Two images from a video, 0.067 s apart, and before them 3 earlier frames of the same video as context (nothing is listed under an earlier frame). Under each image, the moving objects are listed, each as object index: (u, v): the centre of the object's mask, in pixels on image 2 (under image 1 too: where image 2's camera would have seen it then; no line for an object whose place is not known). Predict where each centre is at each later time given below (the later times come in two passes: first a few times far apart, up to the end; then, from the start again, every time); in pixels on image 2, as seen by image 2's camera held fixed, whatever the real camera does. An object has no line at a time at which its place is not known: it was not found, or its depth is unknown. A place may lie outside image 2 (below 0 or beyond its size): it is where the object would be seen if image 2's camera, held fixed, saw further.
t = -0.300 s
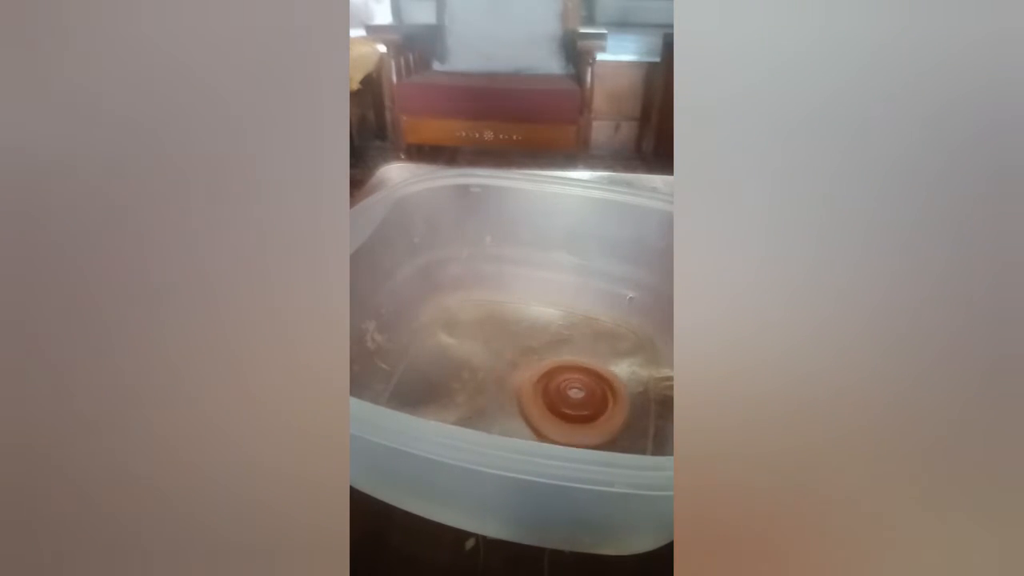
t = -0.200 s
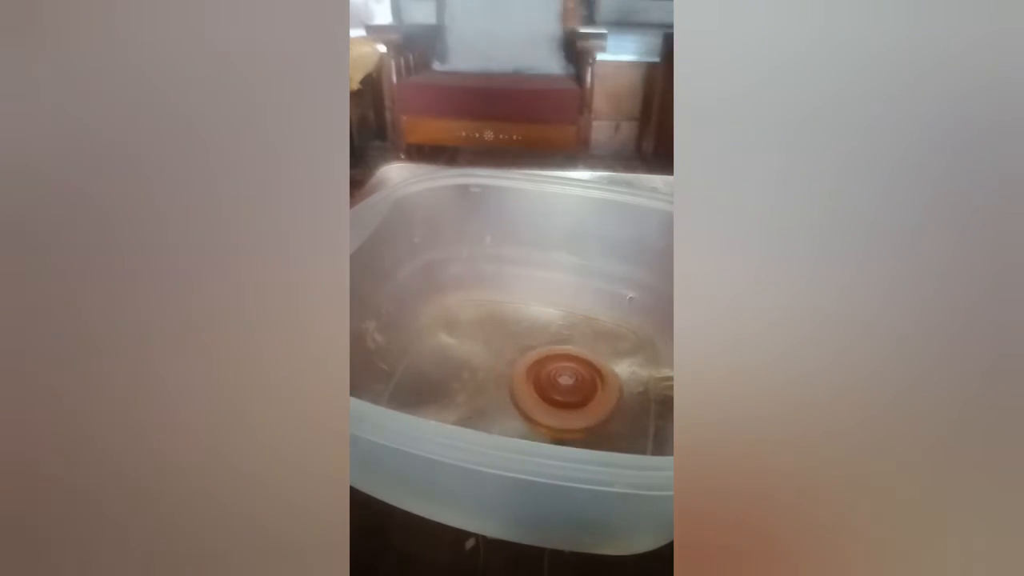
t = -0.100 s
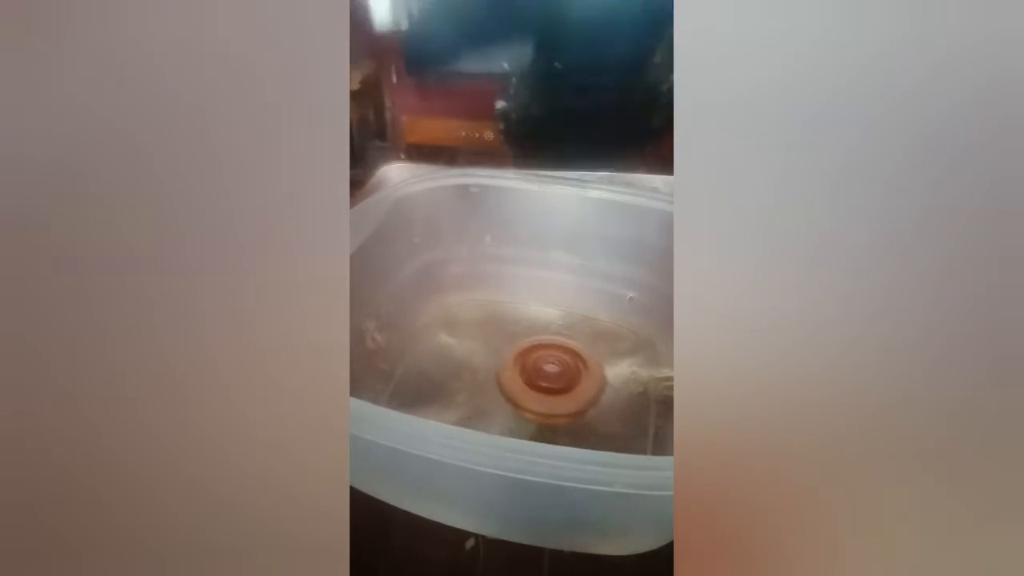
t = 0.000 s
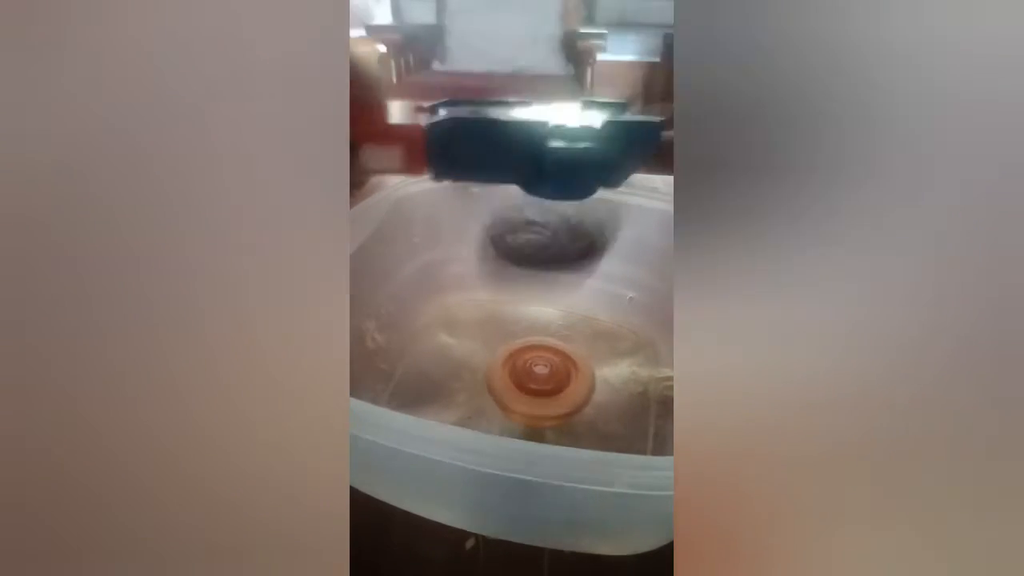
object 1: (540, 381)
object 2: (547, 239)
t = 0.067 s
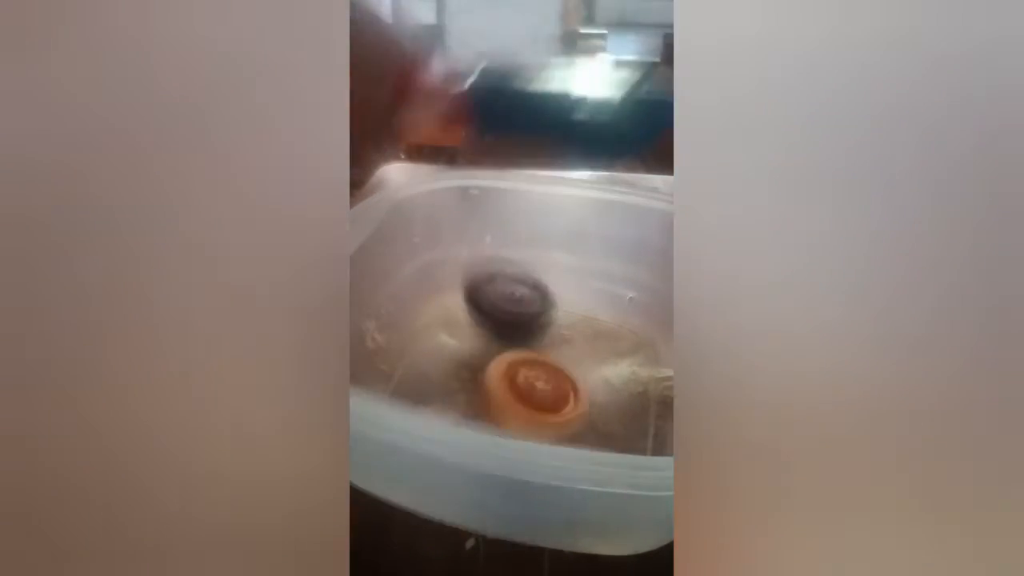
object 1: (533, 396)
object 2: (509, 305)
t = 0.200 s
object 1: (528, 393)
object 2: (465, 269)
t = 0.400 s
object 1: (558, 356)
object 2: (459, 284)
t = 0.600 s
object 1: (589, 324)
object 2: (461, 288)
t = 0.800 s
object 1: (636, 309)
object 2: (488, 295)
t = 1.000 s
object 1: (649, 314)
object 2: (522, 312)
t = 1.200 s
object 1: (649, 335)
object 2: (531, 323)
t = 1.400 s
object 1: (630, 322)
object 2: (529, 319)
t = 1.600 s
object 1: (597, 299)
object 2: (506, 312)
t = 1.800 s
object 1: (611, 288)
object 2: (466, 337)
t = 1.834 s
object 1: (615, 290)
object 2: (460, 345)
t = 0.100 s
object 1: (533, 396)
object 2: (499, 272)
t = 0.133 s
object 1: (526, 392)
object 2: (485, 272)
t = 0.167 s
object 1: (525, 391)
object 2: (472, 271)
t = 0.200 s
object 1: (528, 393)
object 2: (465, 269)
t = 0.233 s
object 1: (534, 386)
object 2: (462, 274)
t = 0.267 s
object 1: (538, 376)
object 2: (462, 276)
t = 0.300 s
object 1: (542, 376)
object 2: (461, 278)
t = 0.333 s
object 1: (547, 372)
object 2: (460, 281)
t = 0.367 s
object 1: (554, 364)
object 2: (460, 283)
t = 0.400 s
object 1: (558, 356)
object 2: (459, 284)
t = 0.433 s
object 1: (562, 348)
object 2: (458, 284)
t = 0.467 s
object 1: (566, 342)
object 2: (457, 285)
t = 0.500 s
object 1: (571, 338)
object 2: (458, 286)
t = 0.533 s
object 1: (576, 334)
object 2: (459, 287)
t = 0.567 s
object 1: (582, 329)
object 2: (460, 288)
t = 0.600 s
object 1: (589, 324)
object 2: (461, 288)
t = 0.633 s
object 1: (597, 321)
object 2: (464, 286)
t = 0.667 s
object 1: (606, 318)
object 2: (467, 286)
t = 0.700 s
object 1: (615, 316)
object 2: (471, 286)
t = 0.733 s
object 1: (623, 314)
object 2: (477, 289)
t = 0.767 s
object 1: (631, 312)
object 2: (482, 292)
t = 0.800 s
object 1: (636, 309)
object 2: (488, 295)
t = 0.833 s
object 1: (640, 308)
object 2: (495, 299)
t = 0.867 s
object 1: (646, 308)
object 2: (501, 303)
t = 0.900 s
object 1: (648, 309)
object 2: (508, 306)
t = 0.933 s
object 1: (648, 309)
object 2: (515, 308)
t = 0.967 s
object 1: (649, 311)
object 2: (519, 310)
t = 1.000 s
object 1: (649, 314)
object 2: (522, 312)
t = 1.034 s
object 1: (650, 318)
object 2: (524, 314)
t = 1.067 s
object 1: (650, 324)
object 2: (526, 317)
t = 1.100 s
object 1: (650, 329)
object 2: (527, 319)
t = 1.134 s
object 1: (649, 333)
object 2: (529, 321)
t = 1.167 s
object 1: (649, 335)
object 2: (530, 322)
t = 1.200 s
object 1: (649, 335)
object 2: (531, 323)
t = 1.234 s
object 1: (649, 333)
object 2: (531, 324)
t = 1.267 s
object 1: (646, 331)
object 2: (530, 323)
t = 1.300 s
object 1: (644, 329)
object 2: (528, 323)
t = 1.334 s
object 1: (641, 328)
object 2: (528, 322)
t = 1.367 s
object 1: (636, 326)
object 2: (528, 320)
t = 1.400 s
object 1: (630, 322)
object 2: (529, 319)
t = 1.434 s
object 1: (624, 319)
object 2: (527, 316)
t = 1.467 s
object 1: (622, 317)
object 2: (520, 313)
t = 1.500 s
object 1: (617, 313)
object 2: (514, 312)
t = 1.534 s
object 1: (610, 309)
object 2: (510, 311)
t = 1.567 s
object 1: (603, 303)
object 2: (507, 311)
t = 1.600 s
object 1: (597, 299)
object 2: (506, 312)
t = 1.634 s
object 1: (590, 295)
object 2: (505, 312)
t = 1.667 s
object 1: (593, 293)
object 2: (495, 313)
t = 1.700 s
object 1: (599, 291)
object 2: (487, 315)
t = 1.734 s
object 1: (605, 287)
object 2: (478, 323)
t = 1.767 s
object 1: (608, 286)
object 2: (472, 330)
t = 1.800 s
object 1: (611, 288)
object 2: (466, 337)
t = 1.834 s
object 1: (615, 290)
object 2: (460, 345)
